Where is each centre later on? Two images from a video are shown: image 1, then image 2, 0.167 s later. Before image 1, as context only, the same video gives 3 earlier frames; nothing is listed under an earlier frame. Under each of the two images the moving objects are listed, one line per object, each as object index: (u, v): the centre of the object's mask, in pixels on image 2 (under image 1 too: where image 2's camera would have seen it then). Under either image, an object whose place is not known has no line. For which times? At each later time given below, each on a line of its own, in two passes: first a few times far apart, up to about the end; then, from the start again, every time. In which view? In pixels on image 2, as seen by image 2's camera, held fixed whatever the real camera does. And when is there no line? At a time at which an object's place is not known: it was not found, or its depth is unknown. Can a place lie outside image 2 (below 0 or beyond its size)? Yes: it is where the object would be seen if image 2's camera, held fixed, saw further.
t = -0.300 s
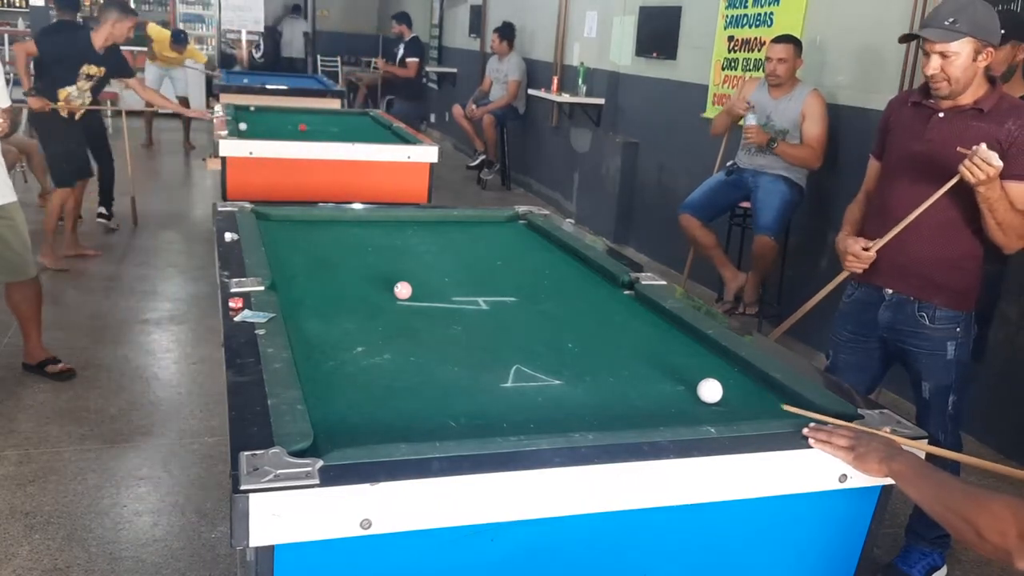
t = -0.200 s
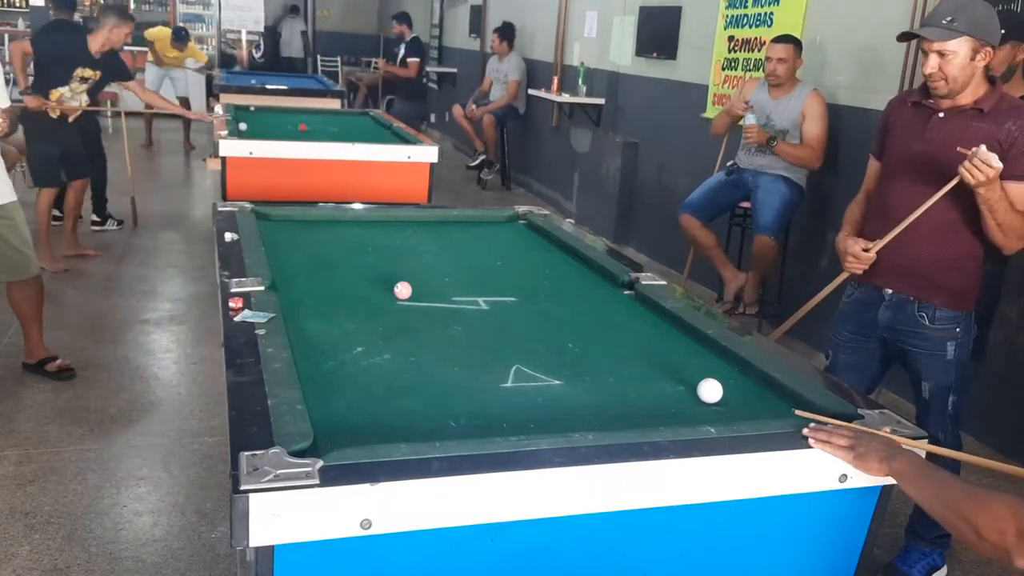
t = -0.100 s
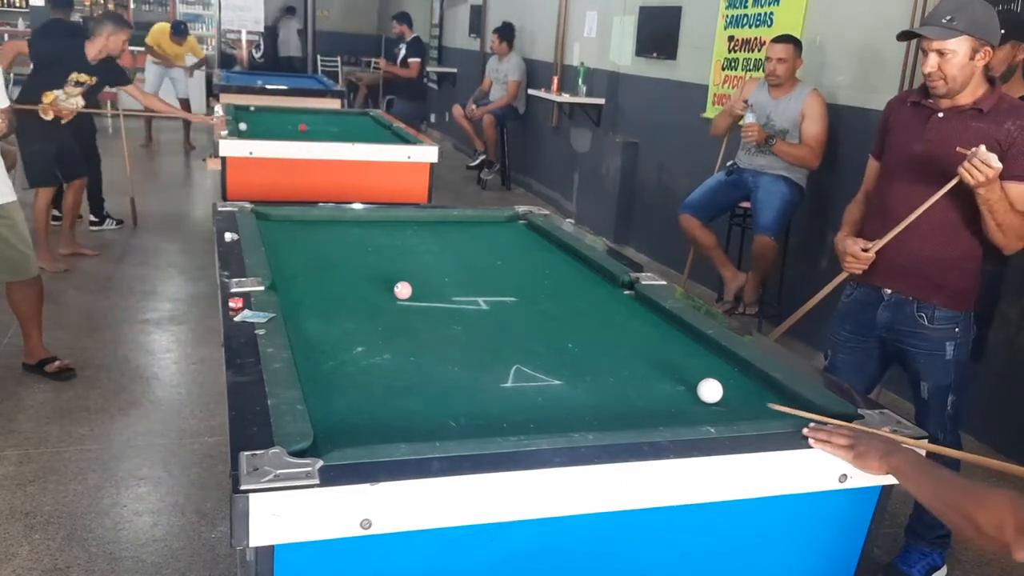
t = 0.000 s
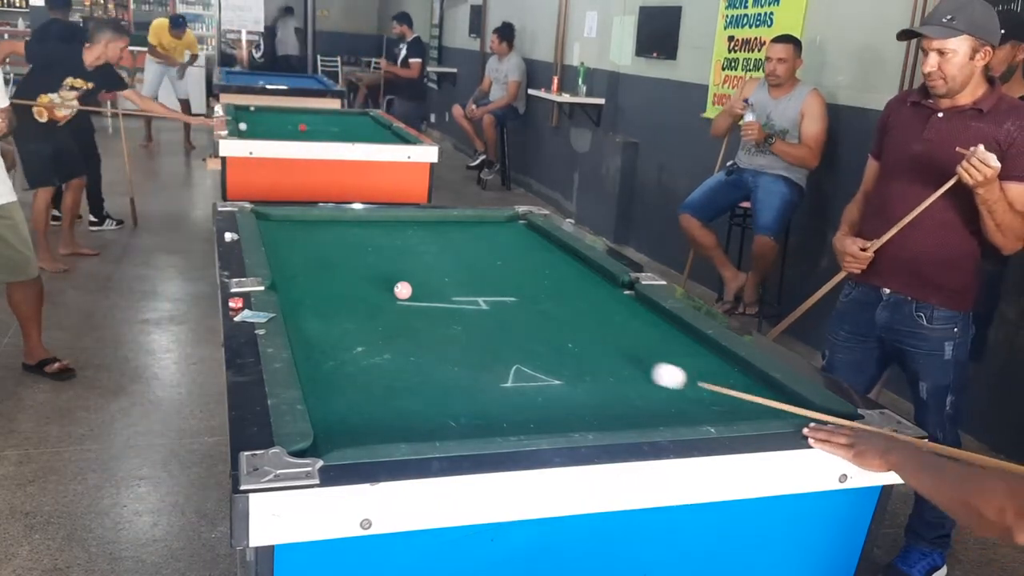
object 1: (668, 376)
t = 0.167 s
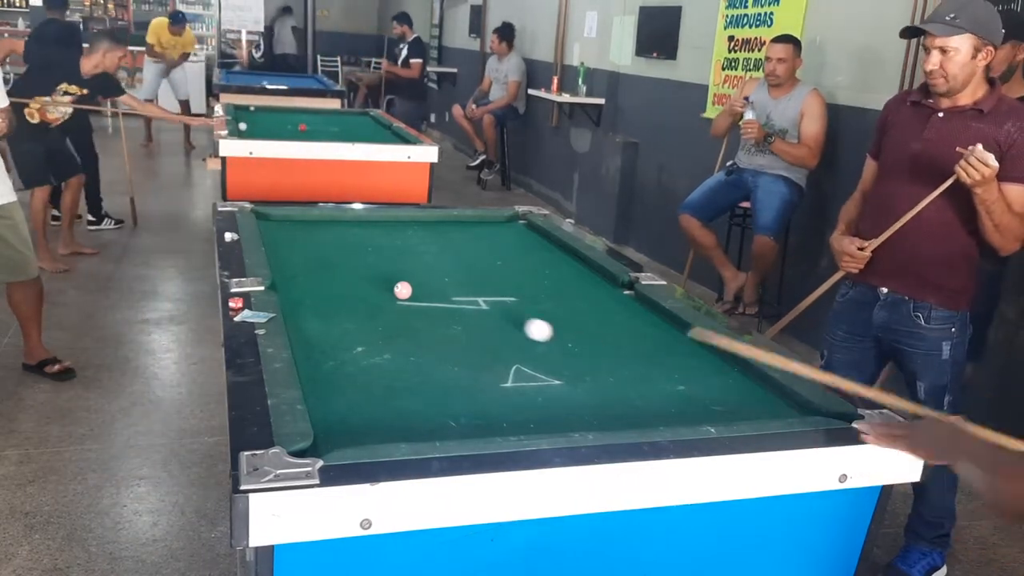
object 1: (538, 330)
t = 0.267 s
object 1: (476, 308)
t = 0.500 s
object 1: (375, 265)
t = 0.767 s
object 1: (302, 227)
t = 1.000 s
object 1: (266, 225)
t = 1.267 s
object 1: (288, 242)
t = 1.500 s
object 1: (312, 258)
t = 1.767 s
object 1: (350, 274)
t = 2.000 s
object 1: (394, 281)
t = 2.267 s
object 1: (442, 288)
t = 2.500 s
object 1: (485, 295)
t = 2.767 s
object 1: (532, 302)
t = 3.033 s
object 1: (578, 309)
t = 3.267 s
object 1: (619, 316)
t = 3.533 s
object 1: (664, 323)
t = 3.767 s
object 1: (672, 329)
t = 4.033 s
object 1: (660, 334)
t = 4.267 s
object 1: (650, 339)
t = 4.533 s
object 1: (638, 344)
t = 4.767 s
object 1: (629, 347)
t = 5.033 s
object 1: (620, 352)
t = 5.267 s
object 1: (614, 357)
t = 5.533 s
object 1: (609, 358)
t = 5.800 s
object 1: (605, 361)
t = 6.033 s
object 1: (603, 363)
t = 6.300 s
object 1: (601, 365)
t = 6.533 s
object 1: (601, 366)
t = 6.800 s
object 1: (600, 366)
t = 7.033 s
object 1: (600, 366)
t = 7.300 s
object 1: (600, 366)
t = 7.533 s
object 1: (600, 366)
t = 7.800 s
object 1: (600, 366)
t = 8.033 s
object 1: (601, 366)
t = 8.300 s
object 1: (600, 366)
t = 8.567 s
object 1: (600, 366)
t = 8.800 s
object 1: (600, 366)
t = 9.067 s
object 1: (600, 366)
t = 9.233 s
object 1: (600, 366)
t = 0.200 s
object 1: (516, 322)
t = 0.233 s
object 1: (496, 315)
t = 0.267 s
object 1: (476, 308)
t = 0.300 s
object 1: (455, 301)
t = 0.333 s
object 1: (438, 295)
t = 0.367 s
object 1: (420, 288)
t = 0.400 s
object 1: (409, 282)
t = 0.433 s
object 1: (398, 276)
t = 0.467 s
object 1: (386, 270)
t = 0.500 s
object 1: (375, 265)
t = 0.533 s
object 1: (365, 259)
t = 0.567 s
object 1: (355, 254)
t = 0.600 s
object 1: (345, 249)
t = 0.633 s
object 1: (336, 245)
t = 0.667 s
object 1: (327, 240)
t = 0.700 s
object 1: (318, 236)
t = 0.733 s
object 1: (310, 231)
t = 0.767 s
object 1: (302, 227)
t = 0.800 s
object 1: (294, 223)
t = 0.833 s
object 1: (286, 219)
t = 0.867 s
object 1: (279, 216)
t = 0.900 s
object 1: (275, 216)
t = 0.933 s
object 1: (272, 219)
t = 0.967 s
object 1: (269, 222)
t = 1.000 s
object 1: (266, 225)
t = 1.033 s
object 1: (265, 227)
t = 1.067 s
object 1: (269, 229)
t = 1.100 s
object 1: (272, 231)
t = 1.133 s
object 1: (275, 233)
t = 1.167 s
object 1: (278, 236)
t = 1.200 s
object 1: (281, 238)
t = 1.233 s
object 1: (284, 240)
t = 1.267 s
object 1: (288, 242)
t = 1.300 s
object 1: (291, 244)
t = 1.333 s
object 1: (294, 246)
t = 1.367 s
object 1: (298, 249)
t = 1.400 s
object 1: (302, 251)
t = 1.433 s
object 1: (305, 253)
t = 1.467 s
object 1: (309, 256)
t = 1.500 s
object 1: (312, 258)
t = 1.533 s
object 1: (316, 260)
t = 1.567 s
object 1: (320, 262)
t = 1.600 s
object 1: (324, 264)
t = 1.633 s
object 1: (328, 266)
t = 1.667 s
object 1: (333, 268)
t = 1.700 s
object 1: (339, 271)
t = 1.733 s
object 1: (344, 273)
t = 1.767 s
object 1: (350, 274)
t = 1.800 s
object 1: (356, 275)
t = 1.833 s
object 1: (363, 276)
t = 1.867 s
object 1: (369, 277)
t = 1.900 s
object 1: (375, 278)
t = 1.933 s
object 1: (381, 279)
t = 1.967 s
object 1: (387, 280)
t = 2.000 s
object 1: (394, 281)
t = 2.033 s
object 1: (400, 282)
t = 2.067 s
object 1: (406, 283)
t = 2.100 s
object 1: (412, 283)
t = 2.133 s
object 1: (418, 284)
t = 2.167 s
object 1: (424, 285)
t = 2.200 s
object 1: (430, 286)
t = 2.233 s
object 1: (436, 287)
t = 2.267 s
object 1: (442, 288)
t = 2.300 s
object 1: (449, 289)
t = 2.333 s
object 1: (454, 290)
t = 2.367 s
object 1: (460, 291)
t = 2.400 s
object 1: (467, 292)
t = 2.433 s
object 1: (473, 293)
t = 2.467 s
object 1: (479, 294)
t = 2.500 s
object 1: (485, 295)
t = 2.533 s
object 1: (491, 296)
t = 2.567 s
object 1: (496, 297)
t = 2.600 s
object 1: (502, 297)
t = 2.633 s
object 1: (508, 299)
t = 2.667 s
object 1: (515, 299)
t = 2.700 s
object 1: (520, 300)
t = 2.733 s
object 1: (526, 301)
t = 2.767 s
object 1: (532, 302)
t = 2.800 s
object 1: (538, 303)
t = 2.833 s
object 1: (544, 304)
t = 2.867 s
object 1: (550, 305)
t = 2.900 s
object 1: (556, 306)
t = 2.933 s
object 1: (561, 307)
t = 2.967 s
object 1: (567, 308)
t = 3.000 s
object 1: (573, 309)
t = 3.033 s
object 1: (578, 309)
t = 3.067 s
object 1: (584, 310)
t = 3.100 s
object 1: (590, 311)
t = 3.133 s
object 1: (596, 312)
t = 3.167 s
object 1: (602, 313)
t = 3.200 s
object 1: (608, 314)
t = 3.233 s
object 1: (613, 315)
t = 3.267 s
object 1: (619, 316)
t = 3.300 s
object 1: (624, 317)
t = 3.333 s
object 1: (630, 318)
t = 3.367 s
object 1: (636, 319)
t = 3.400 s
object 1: (642, 319)
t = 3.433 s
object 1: (647, 320)
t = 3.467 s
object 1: (653, 321)
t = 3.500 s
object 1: (658, 322)
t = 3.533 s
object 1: (664, 323)
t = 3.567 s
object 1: (670, 324)
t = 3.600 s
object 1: (675, 325)
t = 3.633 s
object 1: (679, 326)
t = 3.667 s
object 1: (678, 326)
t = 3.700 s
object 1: (676, 327)
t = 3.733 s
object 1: (674, 328)
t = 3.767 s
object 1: (672, 329)
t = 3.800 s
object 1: (671, 329)
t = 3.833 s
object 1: (670, 330)
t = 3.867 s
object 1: (668, 331)
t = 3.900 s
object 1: (667, 331)
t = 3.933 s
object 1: (665, 332)
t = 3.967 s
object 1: (663, 333)
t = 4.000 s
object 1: (662, 333)
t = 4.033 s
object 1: (660, 334)
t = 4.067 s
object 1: (659, 335)
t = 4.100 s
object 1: (657, 335)
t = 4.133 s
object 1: (656, 336)
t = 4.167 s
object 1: (654, 337)
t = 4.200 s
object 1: (652, 337)
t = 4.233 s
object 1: (651, 338)
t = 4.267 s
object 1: (650, 339)
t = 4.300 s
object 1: (648, 339)
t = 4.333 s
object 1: (647, 340)
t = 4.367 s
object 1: (645, 340)
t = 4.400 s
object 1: (644, 341)
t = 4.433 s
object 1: (642, 342)
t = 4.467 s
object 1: (641, 342)
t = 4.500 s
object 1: (639, 343)
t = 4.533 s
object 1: (638, 344)
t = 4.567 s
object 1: (637, 344)
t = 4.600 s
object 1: (635, 345)
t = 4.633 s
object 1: (634, 345)
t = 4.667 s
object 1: (633, 346)
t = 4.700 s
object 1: (631, 346)
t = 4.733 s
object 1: (630, 347)
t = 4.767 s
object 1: (629, 347)
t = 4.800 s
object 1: (628, 348)
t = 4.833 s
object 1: (627, 349)
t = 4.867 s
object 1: (625, 349)
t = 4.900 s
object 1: (624, 350)
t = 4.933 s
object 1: (623, 350)
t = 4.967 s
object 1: (622, 351)
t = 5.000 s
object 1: (621, 351)
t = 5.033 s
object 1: (620, 352)
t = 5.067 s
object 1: (619, 352)
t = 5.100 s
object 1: (618, 353)
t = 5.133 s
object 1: (617, 353)
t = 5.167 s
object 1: (616, 353)
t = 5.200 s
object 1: (616, 354)
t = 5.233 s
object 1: (615, 352)
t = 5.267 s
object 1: (614, 357)
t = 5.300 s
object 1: (613, 355)
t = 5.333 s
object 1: (612, 355)
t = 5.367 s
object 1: (612, 356)
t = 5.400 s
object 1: (611, 356)
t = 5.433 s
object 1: (610, 357)
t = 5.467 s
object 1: (610, 357)
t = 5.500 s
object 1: (609, 358)
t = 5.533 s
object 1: (609, 358)
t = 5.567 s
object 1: (608, 359)
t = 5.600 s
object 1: (608, 359)
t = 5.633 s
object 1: (607, 359)
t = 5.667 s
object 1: (607, 359)
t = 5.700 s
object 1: (606, 360)
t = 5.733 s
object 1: (606, 360)
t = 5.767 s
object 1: (605, 361)
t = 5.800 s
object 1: (605, 361)
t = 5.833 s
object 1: (605, 361)
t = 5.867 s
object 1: (605, 362)
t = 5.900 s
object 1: (604, 362)
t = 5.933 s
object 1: (604, 362)
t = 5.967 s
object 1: (604, 362)
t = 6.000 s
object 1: (604, 363)
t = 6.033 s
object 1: (603, 363)
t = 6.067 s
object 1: (603, 363)
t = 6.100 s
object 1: (603, 364)
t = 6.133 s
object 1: (603, 364)
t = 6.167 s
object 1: (602, 364)
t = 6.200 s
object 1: (602, 364)
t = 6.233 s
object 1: (601, 364)
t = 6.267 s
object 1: (602, 364)
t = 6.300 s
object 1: (601, 365)
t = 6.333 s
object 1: (601, 365)
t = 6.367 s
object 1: (601, 365)
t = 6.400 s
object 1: (601, 365)
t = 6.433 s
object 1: (601, 365)
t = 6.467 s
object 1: (600, 365)
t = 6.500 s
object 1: (601, 366)
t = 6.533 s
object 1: (601, 366)
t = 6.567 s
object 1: (600, 366)
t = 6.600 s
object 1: (600, 366)
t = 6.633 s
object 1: (600, 366)
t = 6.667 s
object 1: (600, 366)
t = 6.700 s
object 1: (600, 366)
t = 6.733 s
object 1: (600, 366)
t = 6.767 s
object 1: (600, 365)
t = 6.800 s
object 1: (600, 366)
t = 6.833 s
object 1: (600, 366)
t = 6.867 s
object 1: (600, 366)
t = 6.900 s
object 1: (600, 366)
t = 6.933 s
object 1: (600, 366)
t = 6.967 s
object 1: (600, 366)
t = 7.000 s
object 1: (600, 366)
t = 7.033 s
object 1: (600, 366)
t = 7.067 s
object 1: (600, 366)
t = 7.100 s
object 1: (601, 366)
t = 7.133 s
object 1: (601, 366)
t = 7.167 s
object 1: (600, 366)
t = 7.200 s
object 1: (600, 366)
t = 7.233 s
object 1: (600, 366)
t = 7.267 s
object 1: (600, 366)
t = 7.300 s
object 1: (600, 366)
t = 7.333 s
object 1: (600, 366)
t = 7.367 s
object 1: (600, 366)
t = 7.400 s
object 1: (600, 366)
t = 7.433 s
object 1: (600, 366)
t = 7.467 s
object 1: (600, 366)
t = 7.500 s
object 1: (600, 366)
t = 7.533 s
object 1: (600, 366)
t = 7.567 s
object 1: (600, 366)
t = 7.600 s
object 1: (600, 366)
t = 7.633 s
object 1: (600, 366)
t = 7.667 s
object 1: (600, 366)
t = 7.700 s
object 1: (600, 366)
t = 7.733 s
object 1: (600, 366)
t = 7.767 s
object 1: (600, 366)
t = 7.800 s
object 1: (600, 366)
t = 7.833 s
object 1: (600, 366)
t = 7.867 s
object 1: (600, 366)
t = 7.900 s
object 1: (600, 366)
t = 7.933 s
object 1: (600, 366)
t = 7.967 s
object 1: (600, 366)
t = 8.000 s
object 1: (601, 366)
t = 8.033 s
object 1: (601, 366)
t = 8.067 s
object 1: (601, 366)
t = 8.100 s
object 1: (600, 366)
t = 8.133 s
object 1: (600, 366)
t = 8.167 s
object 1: (600, 366)
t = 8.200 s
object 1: (600, 366)
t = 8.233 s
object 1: (600, 366)
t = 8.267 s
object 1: (600, 366)
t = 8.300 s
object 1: (600, 366)
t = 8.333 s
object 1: (600, 366)
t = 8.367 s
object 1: (601, 366)
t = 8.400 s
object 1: (600, 366)
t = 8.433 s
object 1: (600, 366)
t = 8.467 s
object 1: (600, 366)
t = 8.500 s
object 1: (600, 366)
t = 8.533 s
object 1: (600, 366)
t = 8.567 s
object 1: (600, 366)
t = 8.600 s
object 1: (600, 366)
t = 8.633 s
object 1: (600, 366)
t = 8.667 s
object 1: (600, 366)
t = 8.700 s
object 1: (600, 365)
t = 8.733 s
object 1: (600, 366)
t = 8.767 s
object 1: (600, 366)
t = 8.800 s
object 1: (600, 366)
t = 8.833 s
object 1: (600, 366)
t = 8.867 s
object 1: (600, 366)
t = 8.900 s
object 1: (600, 366)
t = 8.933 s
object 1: (600, 366)
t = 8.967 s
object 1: (601, 366)
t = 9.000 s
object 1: (600, 366)
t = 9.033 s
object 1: (600, 366)
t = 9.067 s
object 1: (600, 366)
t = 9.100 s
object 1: (600, 366)
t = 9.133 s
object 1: (600, 366)
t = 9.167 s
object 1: (600, 366)
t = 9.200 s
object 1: (601, 366)
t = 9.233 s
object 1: (600, 366)
